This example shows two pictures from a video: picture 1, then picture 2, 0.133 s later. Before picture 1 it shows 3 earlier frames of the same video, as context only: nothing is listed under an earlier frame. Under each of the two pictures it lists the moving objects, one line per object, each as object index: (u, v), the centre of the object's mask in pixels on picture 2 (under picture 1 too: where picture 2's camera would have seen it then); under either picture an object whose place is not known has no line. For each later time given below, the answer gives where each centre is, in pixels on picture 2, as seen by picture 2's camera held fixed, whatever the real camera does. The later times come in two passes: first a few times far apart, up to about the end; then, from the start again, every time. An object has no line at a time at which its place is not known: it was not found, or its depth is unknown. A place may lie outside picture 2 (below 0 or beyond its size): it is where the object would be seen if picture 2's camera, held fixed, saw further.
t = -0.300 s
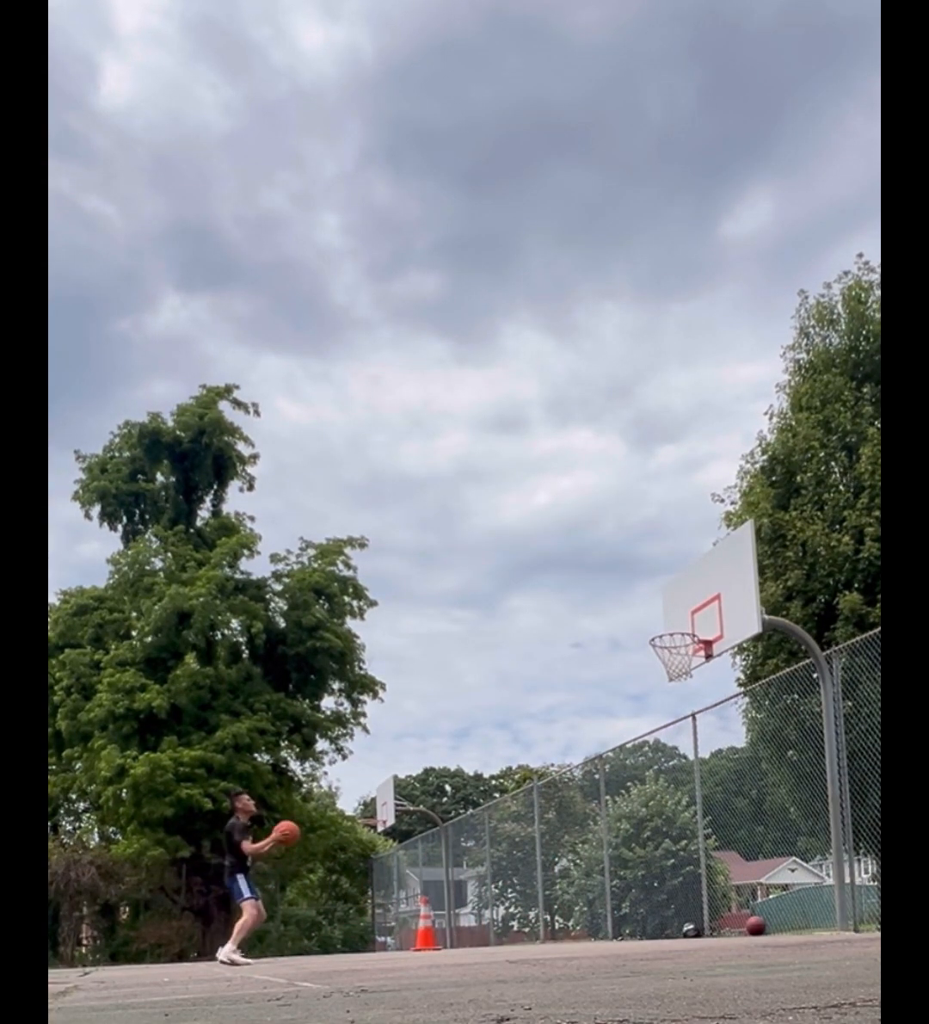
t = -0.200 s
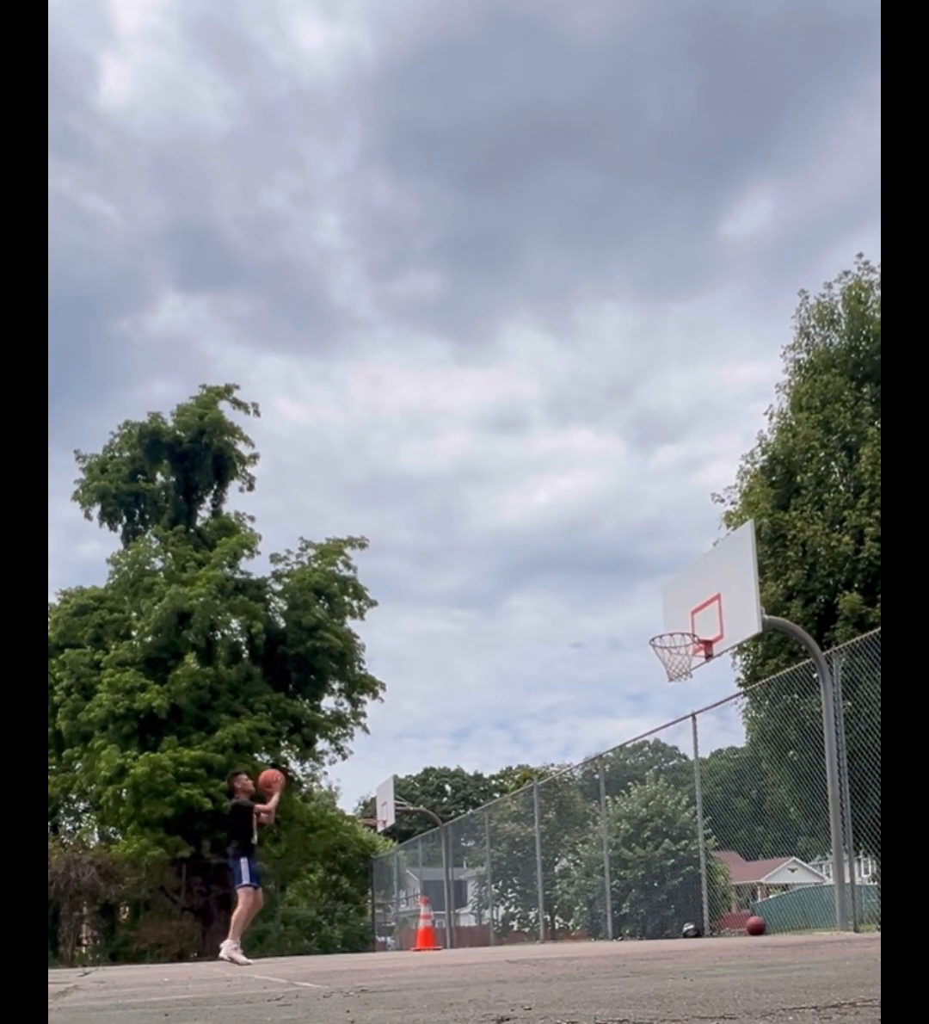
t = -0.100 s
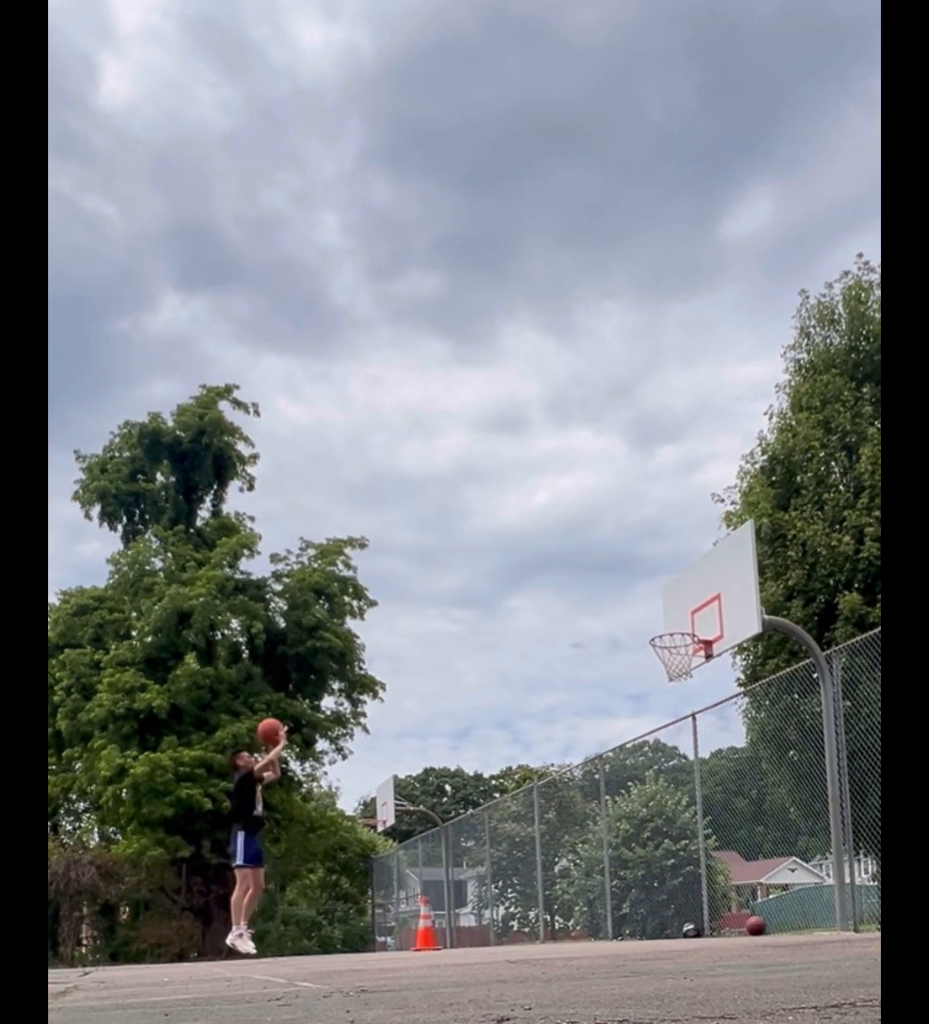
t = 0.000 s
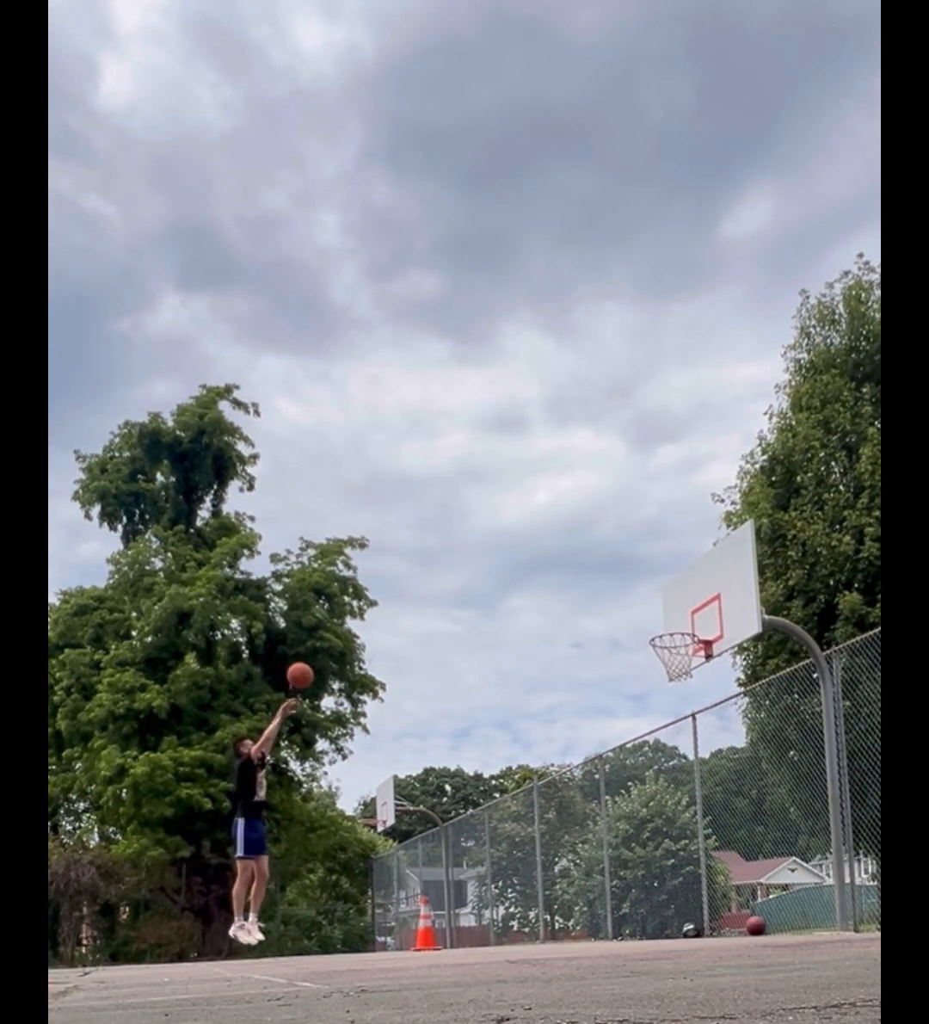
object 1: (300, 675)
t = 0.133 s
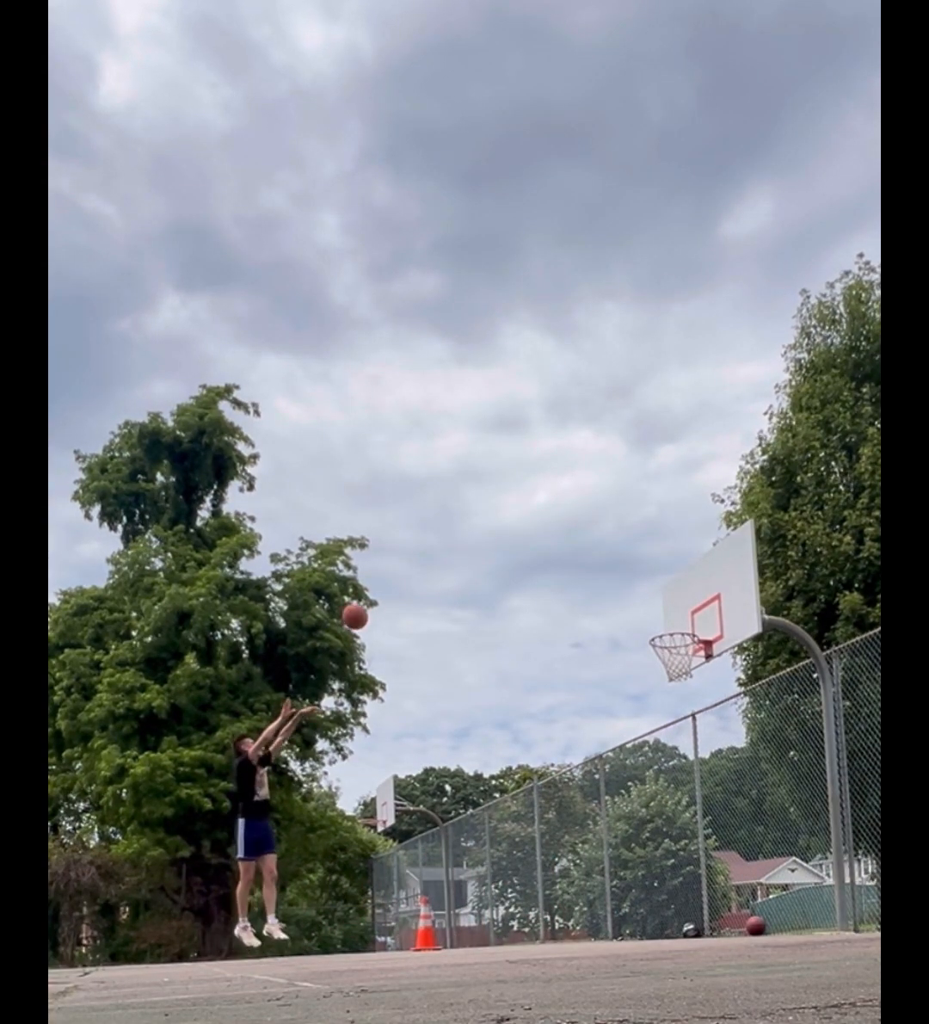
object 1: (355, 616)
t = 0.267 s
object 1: (409, 576)
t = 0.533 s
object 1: (515, 549)
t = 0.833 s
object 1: (633, 600)
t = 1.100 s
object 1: (688, 671)
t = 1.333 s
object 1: (684, 736)
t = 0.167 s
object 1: (369, 604)
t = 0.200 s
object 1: (382, 594)
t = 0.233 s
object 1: (396, 584)
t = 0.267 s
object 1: (409, 576)
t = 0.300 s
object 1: (422, 568)
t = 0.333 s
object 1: (435, 563)
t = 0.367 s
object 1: (449, 557)
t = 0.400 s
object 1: (462, 554)
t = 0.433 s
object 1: (475, 551)
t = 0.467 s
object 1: (488, 549)
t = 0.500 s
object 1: (502, 549)
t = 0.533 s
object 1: (515, 549)
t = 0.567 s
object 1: (528, 550)
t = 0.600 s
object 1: (541, 553)
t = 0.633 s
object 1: (554, 556)
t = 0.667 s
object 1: (567, 561)
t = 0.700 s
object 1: (581, 567)
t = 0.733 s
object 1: (594, 574)
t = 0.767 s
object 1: (607, 582)
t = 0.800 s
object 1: (620, 590)
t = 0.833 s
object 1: (633, 600)
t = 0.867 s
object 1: (646, 611)
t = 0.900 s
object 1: (660, 622)
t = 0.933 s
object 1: (673, 636)
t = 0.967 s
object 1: (687, 650)
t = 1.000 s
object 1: (692, 658)
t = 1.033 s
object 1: (691, 659)
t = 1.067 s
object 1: (689, 666)
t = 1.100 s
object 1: (688, 671)
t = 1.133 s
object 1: (687, 678)
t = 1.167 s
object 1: (687, 685)
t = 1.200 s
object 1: (686, 693)
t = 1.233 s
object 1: (685, 702)
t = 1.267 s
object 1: (684, 712)
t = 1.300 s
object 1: (684, 724)
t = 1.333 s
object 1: (684, 736)
